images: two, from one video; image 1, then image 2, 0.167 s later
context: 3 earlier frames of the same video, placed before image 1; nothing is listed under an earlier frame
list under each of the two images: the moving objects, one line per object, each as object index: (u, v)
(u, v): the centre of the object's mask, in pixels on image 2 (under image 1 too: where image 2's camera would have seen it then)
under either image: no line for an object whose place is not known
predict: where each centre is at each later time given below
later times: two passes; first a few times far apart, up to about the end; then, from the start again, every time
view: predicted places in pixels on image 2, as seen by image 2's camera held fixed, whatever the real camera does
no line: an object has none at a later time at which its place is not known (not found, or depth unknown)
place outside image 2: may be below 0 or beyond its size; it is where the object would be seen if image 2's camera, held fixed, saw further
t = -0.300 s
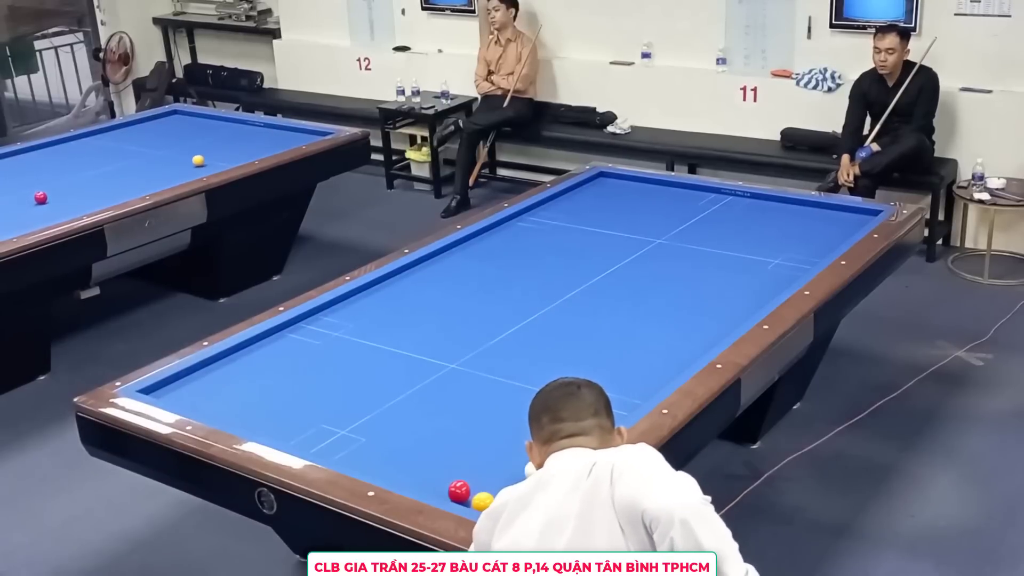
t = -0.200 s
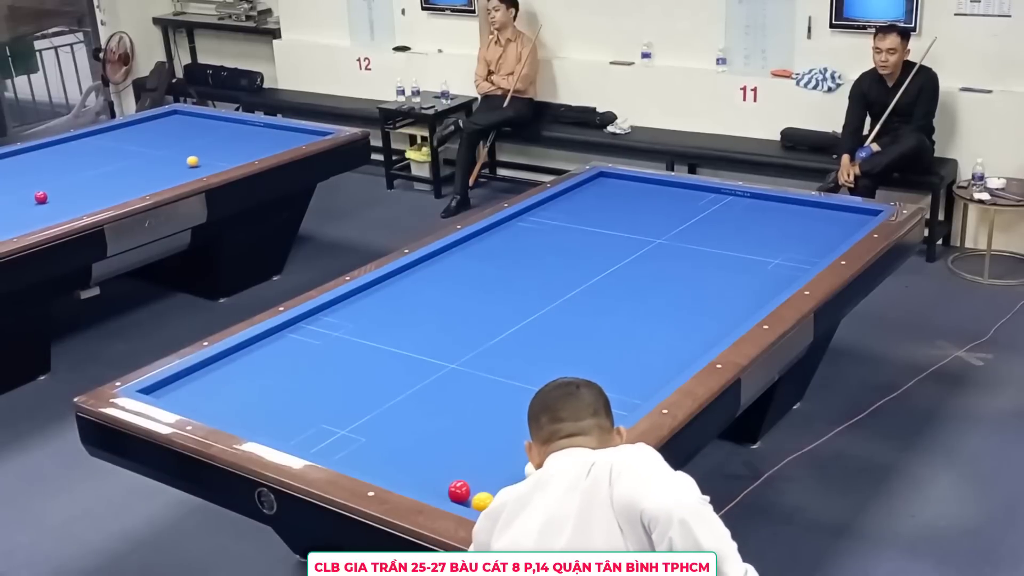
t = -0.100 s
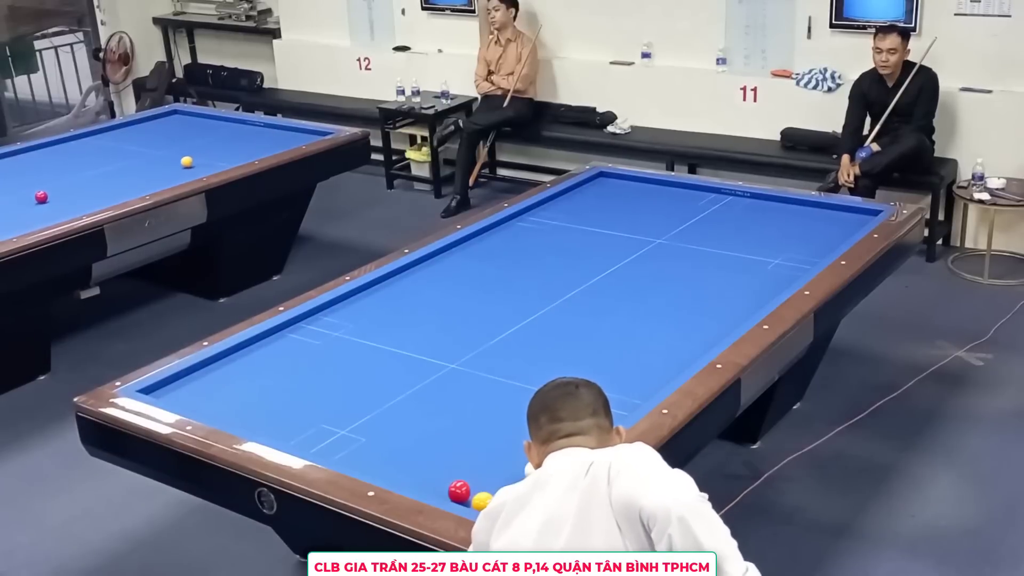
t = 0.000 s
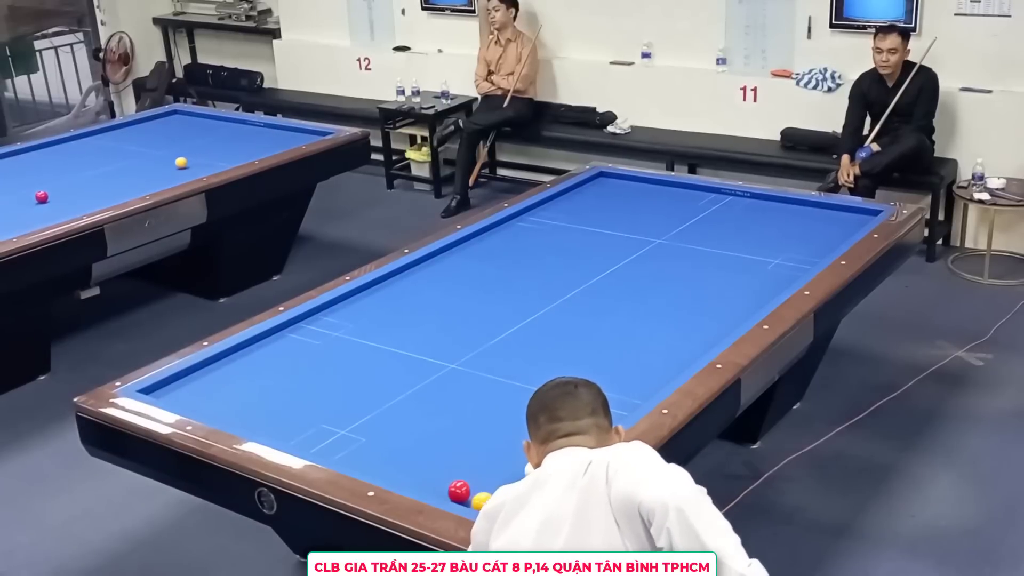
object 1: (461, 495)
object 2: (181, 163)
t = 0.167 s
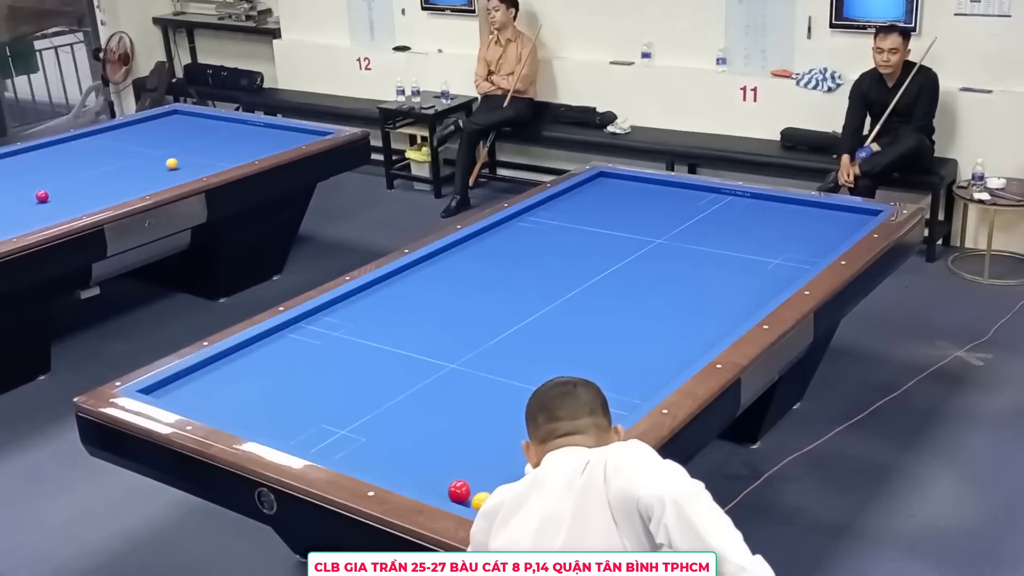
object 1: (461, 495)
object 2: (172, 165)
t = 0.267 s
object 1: (461, 495)
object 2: (166, 165)
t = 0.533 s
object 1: (461, 495)
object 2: (152, 167)
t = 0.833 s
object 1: (461, 495)
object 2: (137, 169)
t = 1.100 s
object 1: (438, 486)
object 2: (123, 171)
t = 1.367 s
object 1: (384, 465)
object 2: (111, 173)
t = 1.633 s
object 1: (336, 444)
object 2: (99, 174)
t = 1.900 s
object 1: (293, 427)
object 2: (87, 176)
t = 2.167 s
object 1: (253, 411)
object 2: (76, 177)
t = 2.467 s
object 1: (212, 394)
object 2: (64, 179)
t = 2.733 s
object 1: (177, 380)
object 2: (53, 180)
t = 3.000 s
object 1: (199, 385)
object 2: (44, 181)
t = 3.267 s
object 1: (223, 391)
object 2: (34, 183)
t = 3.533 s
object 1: (248, 397)
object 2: (26, 184)
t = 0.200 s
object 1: (461, 495)
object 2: (170, 165)
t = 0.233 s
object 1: (461, 495)
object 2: (168, 165)
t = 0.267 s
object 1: (461, 495)
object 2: (166, 165)
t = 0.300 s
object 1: (461, 495)
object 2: (165, 165)
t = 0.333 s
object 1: (461, 495)
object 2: (163, 166)
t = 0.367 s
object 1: (461, 495)
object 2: (161, 166)
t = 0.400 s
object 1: (461, 495)
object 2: (159, 166)
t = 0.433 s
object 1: (461, 495)
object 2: (158, 166)
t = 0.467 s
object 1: (461, 495)
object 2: (156, 167)
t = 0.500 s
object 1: (461, 495)
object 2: (154, 167)
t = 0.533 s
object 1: (461, 495)
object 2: (152, 167)
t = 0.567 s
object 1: (461, 495)
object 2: (150, 167)
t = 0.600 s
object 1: (461, 495)
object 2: (149, 168)
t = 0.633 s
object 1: (461, 495)
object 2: (147, 168)
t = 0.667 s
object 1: (461, 495)
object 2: (145, 168)
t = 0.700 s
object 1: (461, 495)
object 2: (143, 168)
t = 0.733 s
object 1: (460, 495)
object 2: (142, 169)
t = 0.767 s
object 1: (461, 495)
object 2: (140, 169)
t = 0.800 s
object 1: (460, 495)
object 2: (139, 169)
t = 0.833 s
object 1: (461, 495)
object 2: (137, 169)
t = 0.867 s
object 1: (460, 495)
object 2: (135, 169)
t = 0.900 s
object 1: (461, 495)
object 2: (133, 169)
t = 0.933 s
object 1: (460, 495)
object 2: (132, 170)
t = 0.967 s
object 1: (460, 495)
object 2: (130, 170)
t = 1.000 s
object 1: (460, 494)
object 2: (129, 170)
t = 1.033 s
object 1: (456, 493)
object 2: (127, 170)
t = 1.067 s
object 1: (446, 489)
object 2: (125, 171)
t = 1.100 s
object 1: (438, 486)
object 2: (123, 171)
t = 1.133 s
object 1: (430, 483)
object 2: (122, 171)
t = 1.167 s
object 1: (424, 480)
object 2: (120, 171)
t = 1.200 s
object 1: (417, 478)
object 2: (119, 171)
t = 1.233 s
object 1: (410, 476)
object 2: (117, 172)
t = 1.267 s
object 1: (404, 472)
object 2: (116, 172)
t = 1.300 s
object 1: (397, 470)
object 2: (114, 172)
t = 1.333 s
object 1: (391, 468)
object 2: (113, 172)
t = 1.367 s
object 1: (384, 465)
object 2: (111, 173)
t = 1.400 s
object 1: (378, 463)
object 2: (109, 173)
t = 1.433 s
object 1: (372, 460)
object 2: (108, 173)
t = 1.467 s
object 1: (366, 458)
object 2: (106, 173)
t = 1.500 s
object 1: (360, 454)
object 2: (105, 173)
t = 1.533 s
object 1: (354, 451)
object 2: (103, 174)
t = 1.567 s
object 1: (348, 449)
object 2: (102, 174)
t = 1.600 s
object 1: (342, 448)
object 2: (100, 174)
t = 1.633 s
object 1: (336, 444)
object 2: (99, 174)
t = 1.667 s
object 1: (331, 442)
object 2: (97, 174)
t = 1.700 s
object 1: (325, 440)
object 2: (96, 174)
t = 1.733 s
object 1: (320, 438)
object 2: (94, 175)
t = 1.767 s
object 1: (314, 436)
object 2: (93, 175)
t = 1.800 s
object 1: (309, 433)
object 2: (91, 175)
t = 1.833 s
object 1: (304, 431)
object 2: (90, 175)
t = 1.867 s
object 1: (298, 429)
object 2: (88, 176)
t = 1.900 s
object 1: (293, 427)
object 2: (87, 176)
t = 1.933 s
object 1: (288, 425)
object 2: (85, 176)
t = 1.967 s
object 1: (283, 423)
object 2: (84, 176)
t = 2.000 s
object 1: (277, 421)
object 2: (83, 176)
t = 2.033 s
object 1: (272, 419)
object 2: (81, 176)
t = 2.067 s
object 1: (267, 417)
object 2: (80, 176)
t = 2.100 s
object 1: (263, 415)
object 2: (78, 177)
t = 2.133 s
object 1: (258, 413)
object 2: (77, 177)
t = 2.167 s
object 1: (253, 411)
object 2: (76, 177)
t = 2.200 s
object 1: (248, 409)
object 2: (74, 177)
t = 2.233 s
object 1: (244, 407)
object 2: (73, 178)
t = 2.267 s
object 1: (239, 405)
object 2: (71, 178)
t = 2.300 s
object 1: (234, 403)
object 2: (70, 178)
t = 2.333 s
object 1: (230, 402)
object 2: (69, 178)
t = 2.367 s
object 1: (225, 399)
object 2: (67, 178)
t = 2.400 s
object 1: (220, 397)
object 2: (66, 178)
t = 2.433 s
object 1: (216, 396)
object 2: (65, 179)
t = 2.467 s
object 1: (212, 394)
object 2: (64, 179)
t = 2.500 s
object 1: (207, 392)
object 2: (62, 179)
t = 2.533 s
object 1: (202, 391)
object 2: (61, 179)
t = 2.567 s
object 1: (198, 389)
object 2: (60, 179)
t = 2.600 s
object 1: (194, 387)
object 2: (58, 180)
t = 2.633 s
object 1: (190, 385)
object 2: (57, 180)
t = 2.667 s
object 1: (186, 383)
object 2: (56, 180)
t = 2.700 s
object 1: (181, 381)
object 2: (55, 180)
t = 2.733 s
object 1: (177, 380)
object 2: (53, 180)
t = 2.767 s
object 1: (176, 380)
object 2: (52, 180)
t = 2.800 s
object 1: (180, 381)
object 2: (51, 180)
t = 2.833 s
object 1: (183, 381)
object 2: (50, 181)
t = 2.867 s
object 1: (187, 382)
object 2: (48, 181)
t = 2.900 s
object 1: (189, 383)
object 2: (47, 181)
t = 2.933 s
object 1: (193, 384)
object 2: (46, 181)
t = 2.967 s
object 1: (196, 384)
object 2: (45, 181)
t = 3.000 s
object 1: (199, 385)
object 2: (44, 181)
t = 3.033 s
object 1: (202, 386)
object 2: (43, 181)
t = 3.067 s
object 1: (205, 387)
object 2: (42, 181)
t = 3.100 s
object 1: (208, 387)
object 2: (40, 182)
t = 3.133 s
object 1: (211, 388)
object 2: (39, 182)
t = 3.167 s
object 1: (214, 389)
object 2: (38, 182)
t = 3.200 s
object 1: (217, 390)
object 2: (37, 182)
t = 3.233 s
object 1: (220, 390)
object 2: (36, 182)
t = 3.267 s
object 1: (223, 391)
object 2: (34, 183)
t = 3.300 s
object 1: (226, 392)
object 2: (33, 183)
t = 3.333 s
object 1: (229, 393)
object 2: (32, 183)
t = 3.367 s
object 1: (233, 393)
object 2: (31, 183)
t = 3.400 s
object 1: (236, 394)
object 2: (30, 183)
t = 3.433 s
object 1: (238, 395)
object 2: (29, 183)
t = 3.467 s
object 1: (242, 395)
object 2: (28, 183)
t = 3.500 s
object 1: (244, 396)
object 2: (27, 184)
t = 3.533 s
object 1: (248, 397)
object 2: (26, 184)
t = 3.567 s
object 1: (251, 398)
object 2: (25, 184)
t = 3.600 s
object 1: (254, 398)
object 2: (24, 184)
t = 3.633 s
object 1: (257, 399)
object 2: (23, 184)
